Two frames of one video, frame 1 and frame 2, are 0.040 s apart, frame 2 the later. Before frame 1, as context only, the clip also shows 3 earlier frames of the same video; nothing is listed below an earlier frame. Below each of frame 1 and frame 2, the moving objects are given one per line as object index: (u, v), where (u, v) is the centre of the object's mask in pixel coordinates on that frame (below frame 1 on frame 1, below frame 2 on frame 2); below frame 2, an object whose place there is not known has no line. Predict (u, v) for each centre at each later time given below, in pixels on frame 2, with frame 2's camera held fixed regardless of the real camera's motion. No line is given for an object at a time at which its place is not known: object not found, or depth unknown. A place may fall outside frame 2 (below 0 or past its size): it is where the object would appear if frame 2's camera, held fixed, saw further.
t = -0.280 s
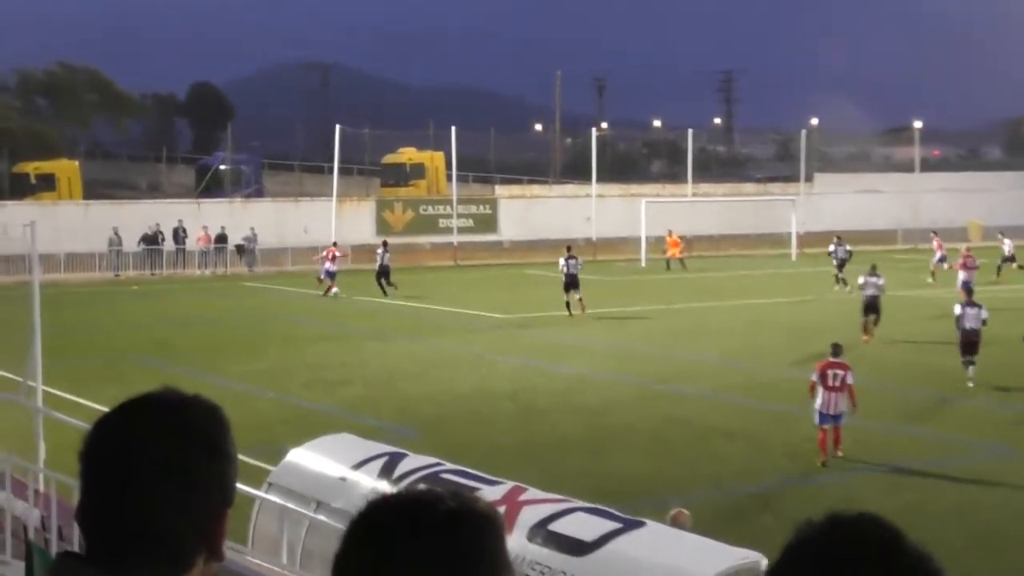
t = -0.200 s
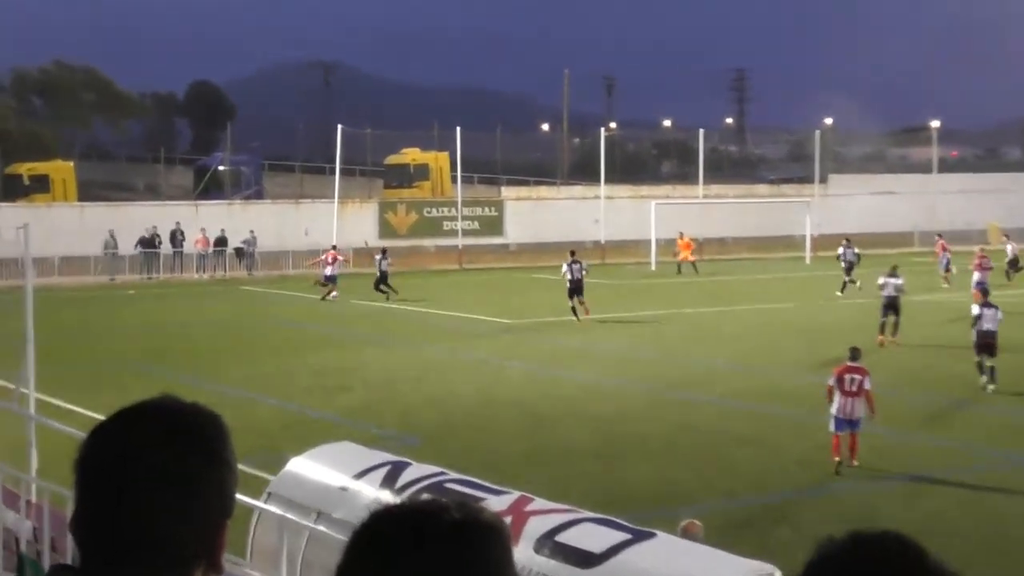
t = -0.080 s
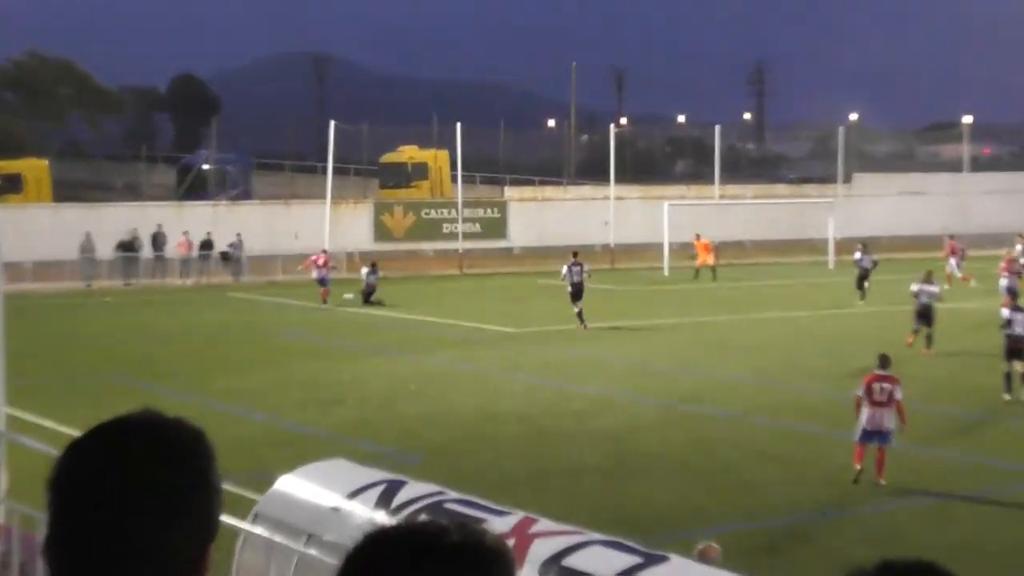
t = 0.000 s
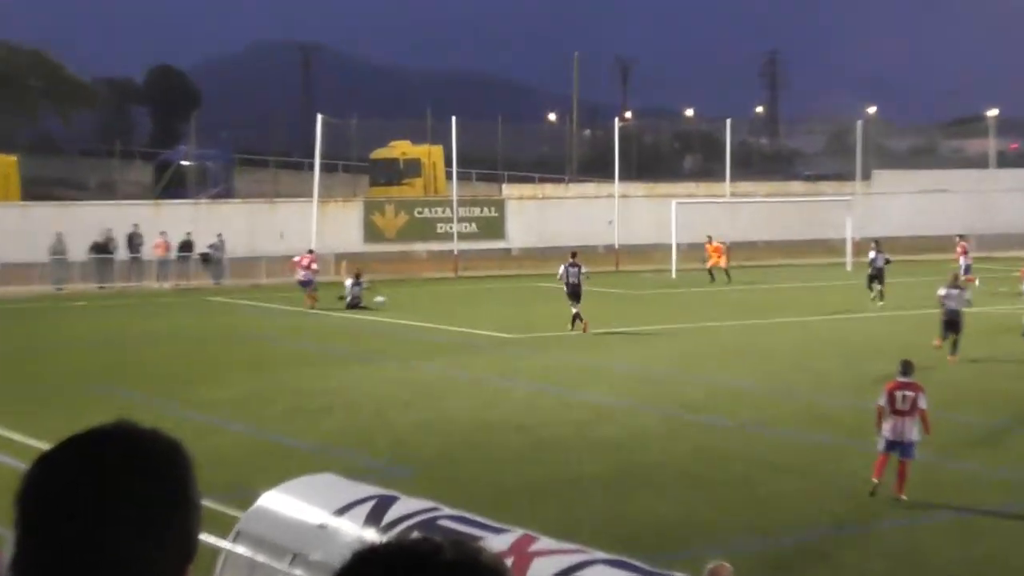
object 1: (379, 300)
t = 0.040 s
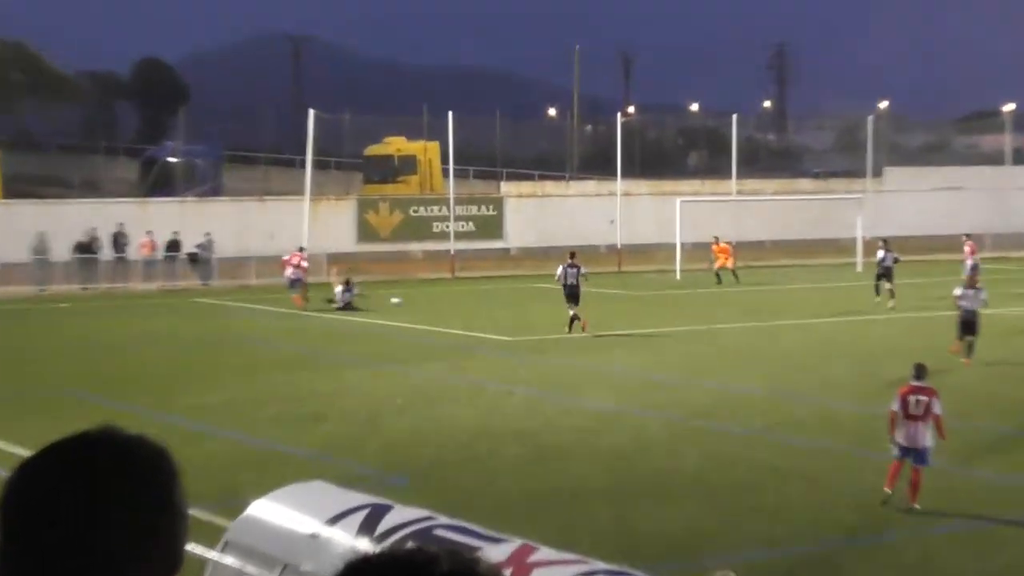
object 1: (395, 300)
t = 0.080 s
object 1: (413, 299)
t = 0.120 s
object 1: (430, 297)
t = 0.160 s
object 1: (443, 297)
